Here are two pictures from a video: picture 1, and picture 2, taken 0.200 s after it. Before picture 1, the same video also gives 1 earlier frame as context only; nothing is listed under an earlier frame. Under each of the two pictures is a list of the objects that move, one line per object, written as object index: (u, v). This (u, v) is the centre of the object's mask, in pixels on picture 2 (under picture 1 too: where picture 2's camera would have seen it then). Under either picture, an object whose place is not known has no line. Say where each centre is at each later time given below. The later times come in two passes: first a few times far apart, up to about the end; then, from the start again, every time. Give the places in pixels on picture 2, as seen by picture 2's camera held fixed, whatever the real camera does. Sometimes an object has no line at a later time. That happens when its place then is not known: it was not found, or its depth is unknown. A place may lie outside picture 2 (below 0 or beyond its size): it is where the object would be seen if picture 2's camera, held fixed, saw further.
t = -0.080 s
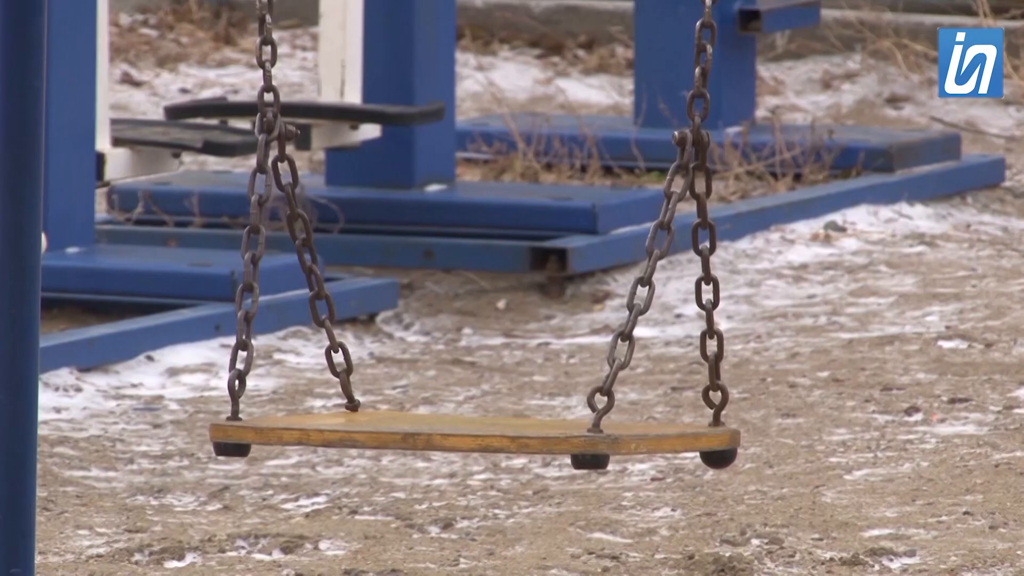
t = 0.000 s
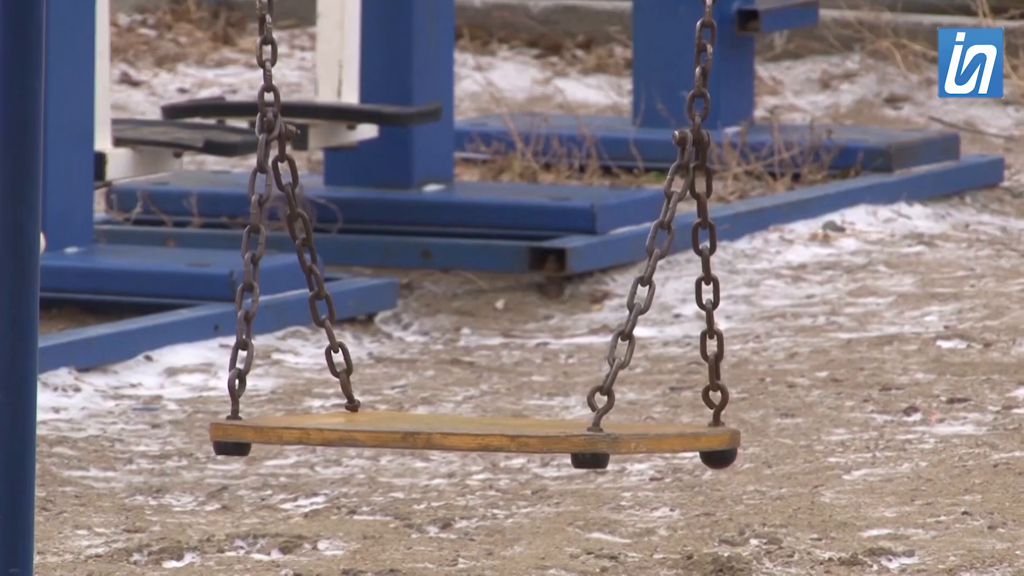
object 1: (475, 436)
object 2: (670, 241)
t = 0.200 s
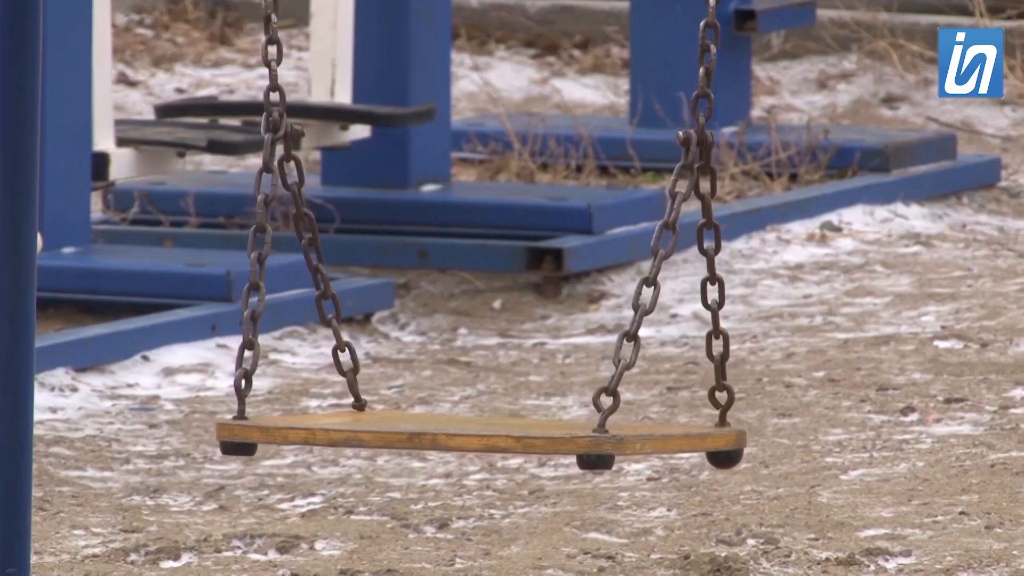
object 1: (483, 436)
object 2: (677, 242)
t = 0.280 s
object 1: (488, 436)
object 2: (681, 242)
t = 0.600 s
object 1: (512, 438)
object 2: (703, 246)
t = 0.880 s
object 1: (524, 439)
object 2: (718, 246)
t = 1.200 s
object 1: (521, 440)
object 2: (717, 243)
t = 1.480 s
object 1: (503, 440)
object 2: (699, 247)
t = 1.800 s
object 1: (480, 439)
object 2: (673, 244)
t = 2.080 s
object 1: (468, 438)
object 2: (662, 243)
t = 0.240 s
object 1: (485, 436)
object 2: (679, 241)
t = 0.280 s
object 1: (488, 436)
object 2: (681, 242)
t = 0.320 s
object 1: (490, 436)
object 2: (684, 242)
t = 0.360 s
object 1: (494, 437)
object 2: (686, 242)
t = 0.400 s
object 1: (497, 437)
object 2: (688, 244)
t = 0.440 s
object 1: (500, 437)
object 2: (692, 243)
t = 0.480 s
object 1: (503, 437)
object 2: (694, 245)
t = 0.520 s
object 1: (506, 437)
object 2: (697, 245)
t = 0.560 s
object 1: (509, 437)
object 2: (701, 245)
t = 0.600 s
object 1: (512, 438)
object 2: (703, 246)
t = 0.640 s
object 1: (516, 438)
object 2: (707, 245)
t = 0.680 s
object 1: (518, 438)
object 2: (709, 246)
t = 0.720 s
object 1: (520, 438)
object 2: (711, 246)
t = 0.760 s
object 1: (522, 438)
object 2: (713, 245)
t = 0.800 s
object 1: (523, 439)
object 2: (716, 245)
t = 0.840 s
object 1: (523, 439)
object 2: (717, 246)
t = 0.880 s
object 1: (524, 439)
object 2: (718, 246)
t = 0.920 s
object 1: (524, 439)
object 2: (720, 244)
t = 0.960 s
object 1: (524, 440)
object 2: (720, 245)
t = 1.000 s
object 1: (525, 440)
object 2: (720, 245)
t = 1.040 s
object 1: (524, 440)
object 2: (720, 244)
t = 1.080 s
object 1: (524, 440)
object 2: (719, 245)
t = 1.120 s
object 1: (523, 440)
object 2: (718, 246)
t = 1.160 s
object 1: (522, 440)
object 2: (717, 244)
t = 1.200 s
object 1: (521, 440)
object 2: (717, 243)
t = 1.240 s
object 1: (519, 440)
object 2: (715, 243)
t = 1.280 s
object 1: (517, 440)
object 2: (712, 245)
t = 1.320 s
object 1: (514, 440)
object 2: (710, 246)
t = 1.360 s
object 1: (512, 440)
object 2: (707, 247)
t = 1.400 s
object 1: (510, 440)
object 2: (704, 246)
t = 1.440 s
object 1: (506, 440)
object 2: (702, 244)
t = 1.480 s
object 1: (503, 440)
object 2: (699, 247)
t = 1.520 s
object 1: (499, 440)
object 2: (695, 247)
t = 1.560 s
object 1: (496, 440)
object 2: (693, 244)
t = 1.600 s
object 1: (494, 440)
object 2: (690, 245)
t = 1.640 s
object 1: (490, 440)
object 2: (686, 247)
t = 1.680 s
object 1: (488, 440)
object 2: (683, 245)
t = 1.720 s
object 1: (485, 440)
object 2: (679, 245)
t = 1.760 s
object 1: (482, 439)
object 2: (676, 244)
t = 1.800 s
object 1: (480, 439)
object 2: (673, 244)
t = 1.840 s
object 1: (477, 439)
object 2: (671, 243)
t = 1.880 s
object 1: (475, 439)
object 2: (669, 243)
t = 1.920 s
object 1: (473, 438)
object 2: (667, 244)
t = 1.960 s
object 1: (471, 438)
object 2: (665, 245)
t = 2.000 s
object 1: (470, 438)
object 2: (664, 243)
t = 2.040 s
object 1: (469, 438)
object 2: (663, 242)
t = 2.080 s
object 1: (468, 438)
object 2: (662, 243)
